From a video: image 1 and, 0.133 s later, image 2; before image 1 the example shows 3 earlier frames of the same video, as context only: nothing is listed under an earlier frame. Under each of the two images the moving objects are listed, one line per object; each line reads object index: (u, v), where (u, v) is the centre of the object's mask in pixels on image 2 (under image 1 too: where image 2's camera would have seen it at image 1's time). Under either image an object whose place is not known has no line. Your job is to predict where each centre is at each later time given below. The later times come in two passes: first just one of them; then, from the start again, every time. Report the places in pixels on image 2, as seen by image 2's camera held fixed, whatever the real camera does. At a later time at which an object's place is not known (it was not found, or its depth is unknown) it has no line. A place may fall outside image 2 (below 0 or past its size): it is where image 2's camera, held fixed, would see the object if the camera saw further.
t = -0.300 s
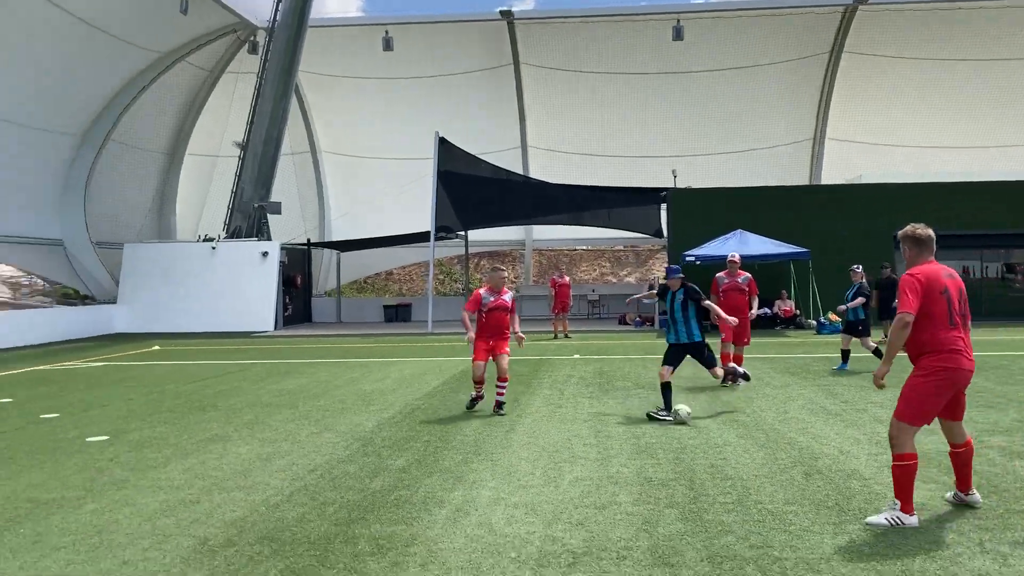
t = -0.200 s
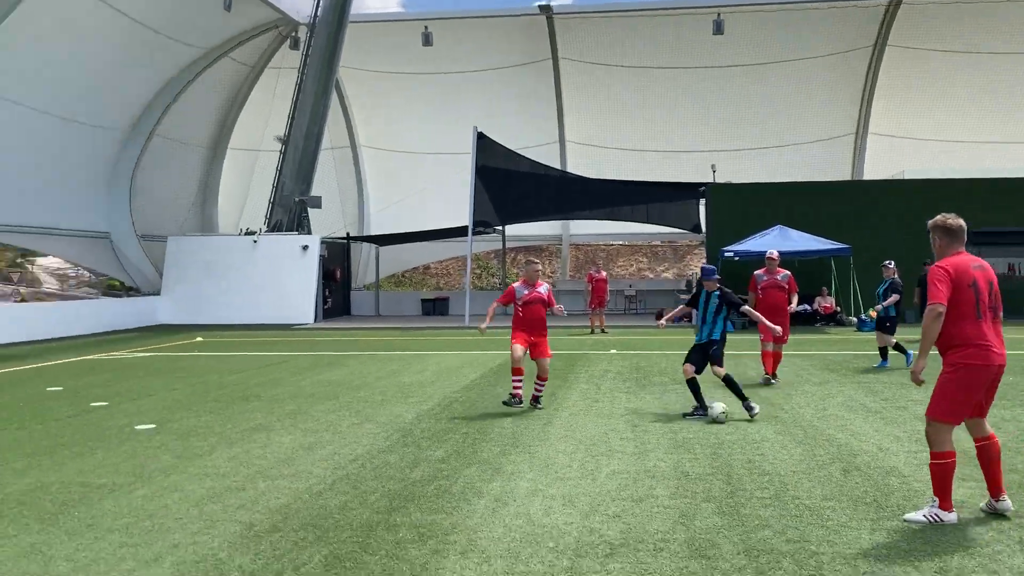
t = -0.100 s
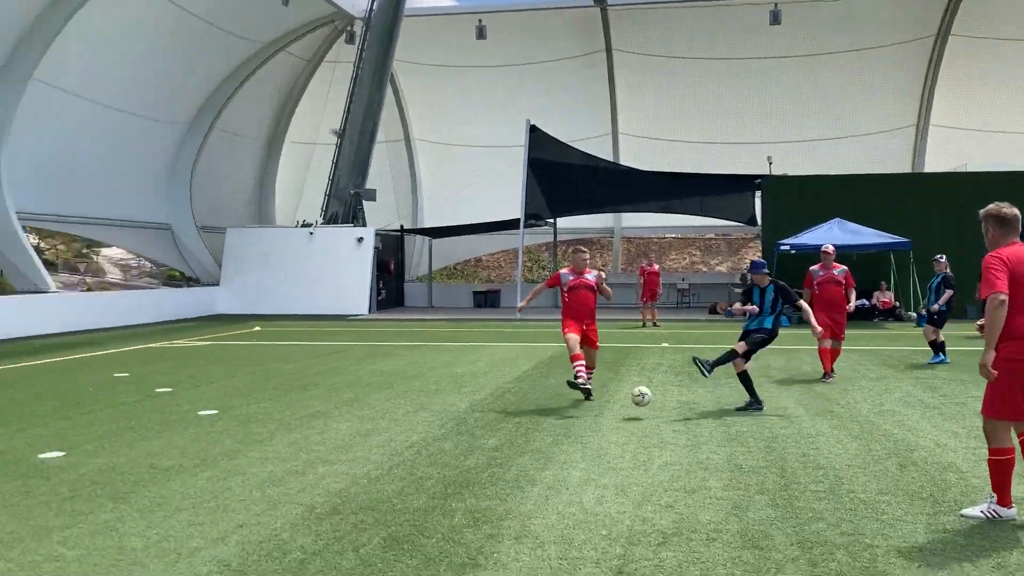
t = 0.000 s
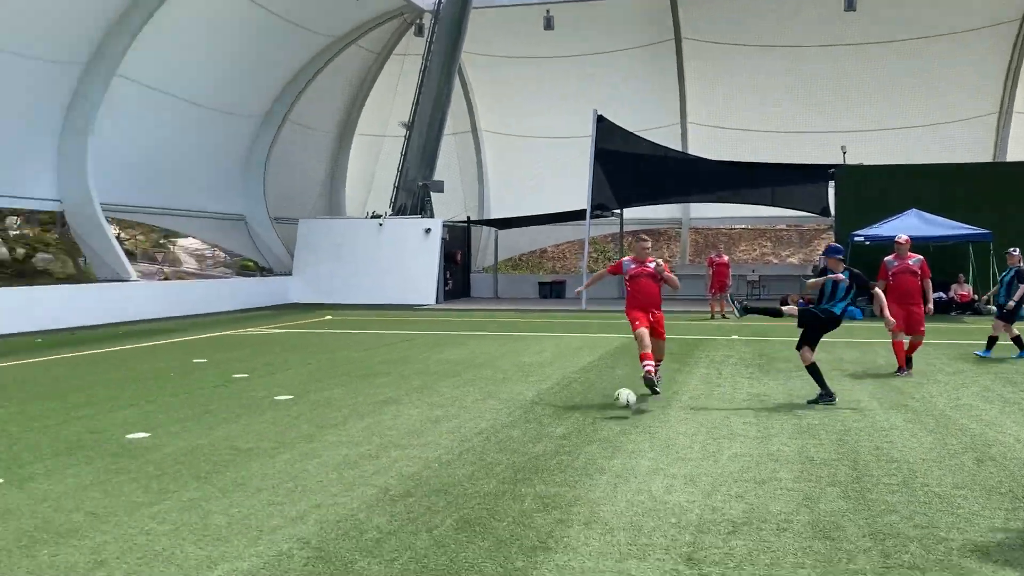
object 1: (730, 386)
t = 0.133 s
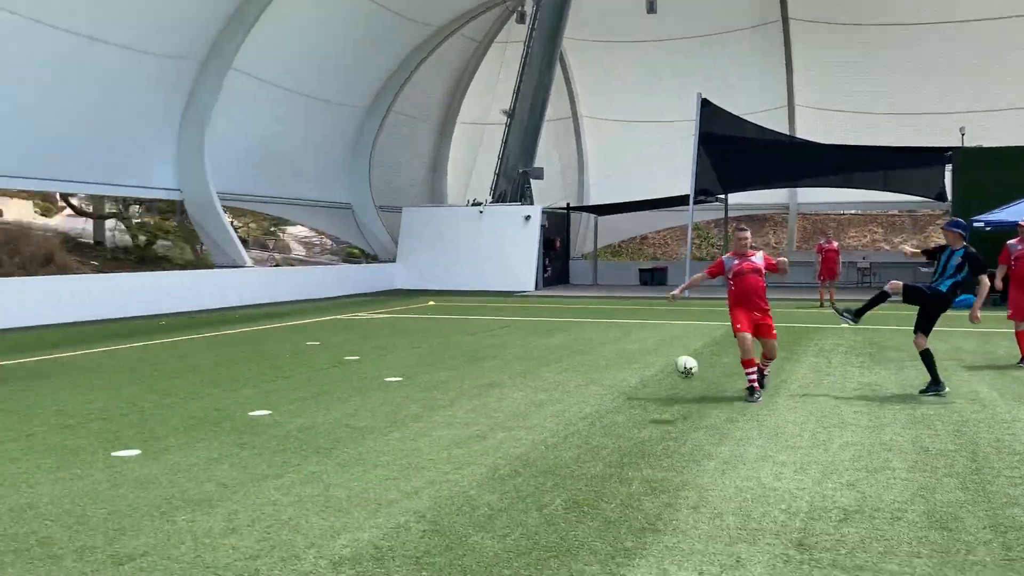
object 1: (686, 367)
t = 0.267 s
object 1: (633, 368)
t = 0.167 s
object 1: (673, 365)
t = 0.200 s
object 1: (661, 364)
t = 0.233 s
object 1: (647, 365)
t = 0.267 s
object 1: (633, 368)
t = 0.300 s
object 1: (618, 372)
